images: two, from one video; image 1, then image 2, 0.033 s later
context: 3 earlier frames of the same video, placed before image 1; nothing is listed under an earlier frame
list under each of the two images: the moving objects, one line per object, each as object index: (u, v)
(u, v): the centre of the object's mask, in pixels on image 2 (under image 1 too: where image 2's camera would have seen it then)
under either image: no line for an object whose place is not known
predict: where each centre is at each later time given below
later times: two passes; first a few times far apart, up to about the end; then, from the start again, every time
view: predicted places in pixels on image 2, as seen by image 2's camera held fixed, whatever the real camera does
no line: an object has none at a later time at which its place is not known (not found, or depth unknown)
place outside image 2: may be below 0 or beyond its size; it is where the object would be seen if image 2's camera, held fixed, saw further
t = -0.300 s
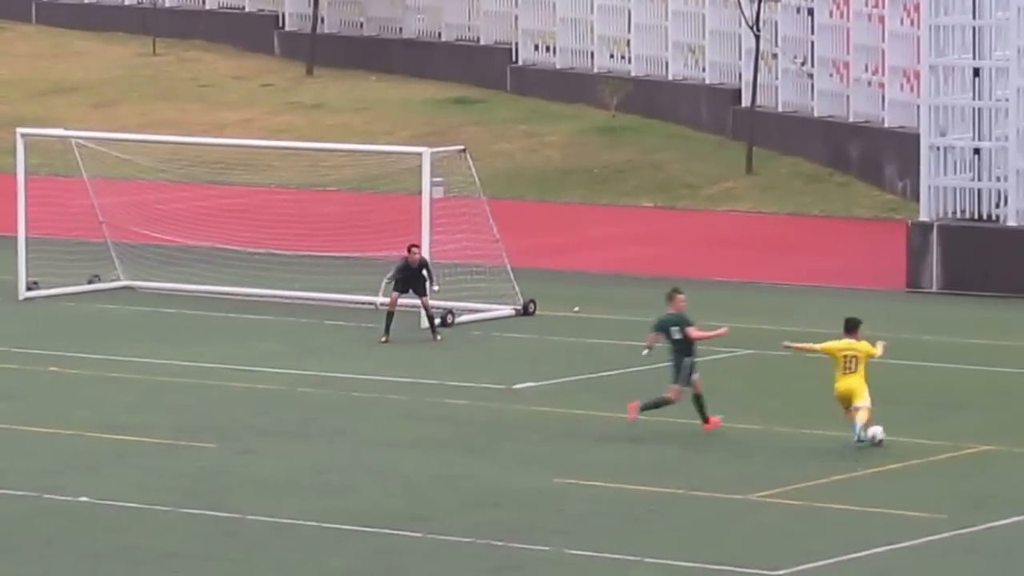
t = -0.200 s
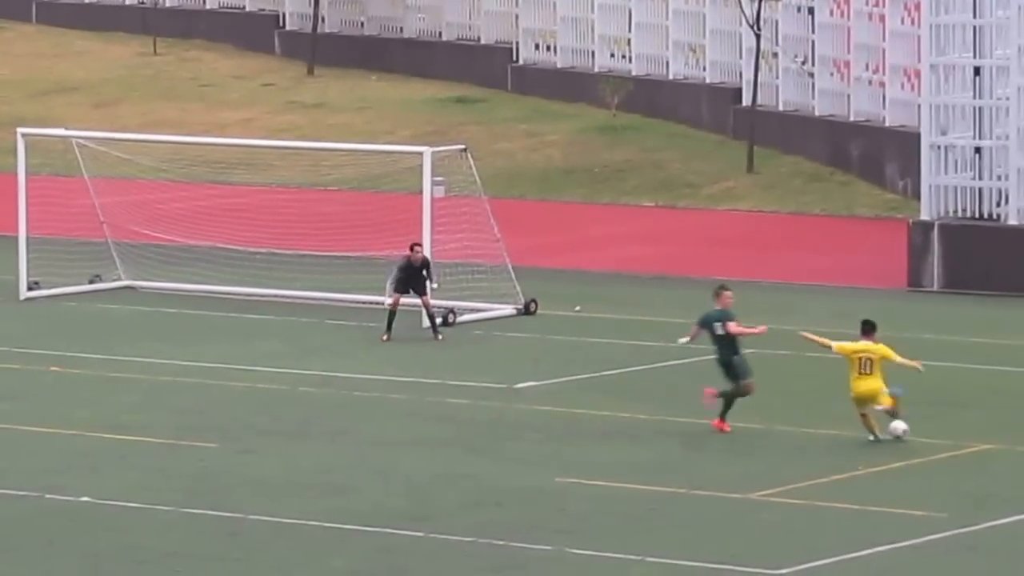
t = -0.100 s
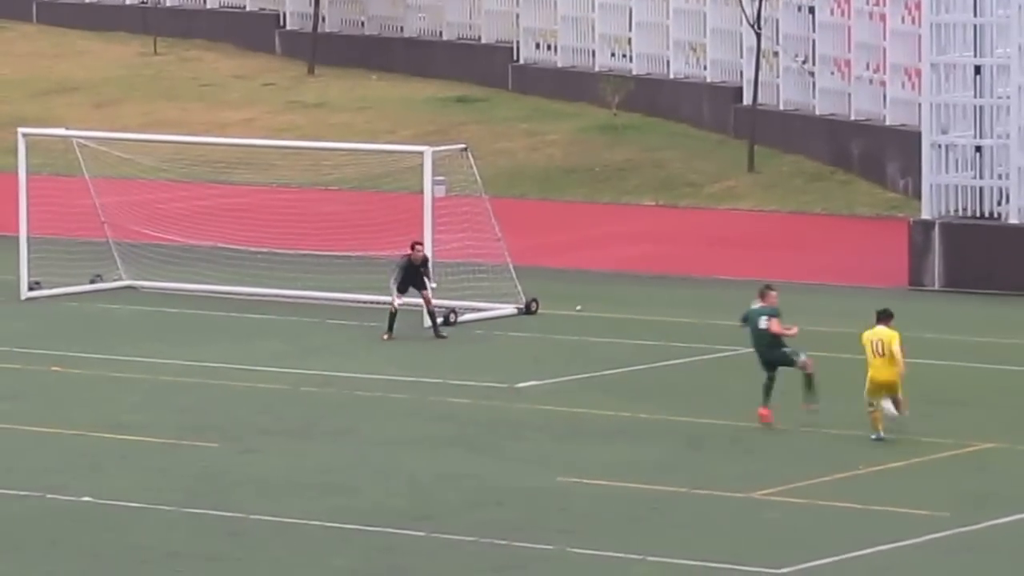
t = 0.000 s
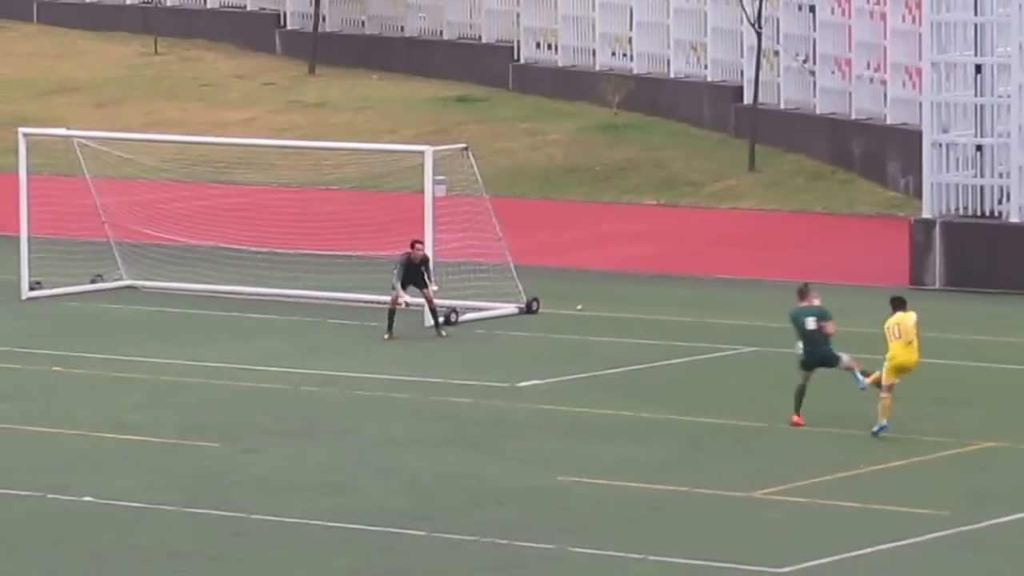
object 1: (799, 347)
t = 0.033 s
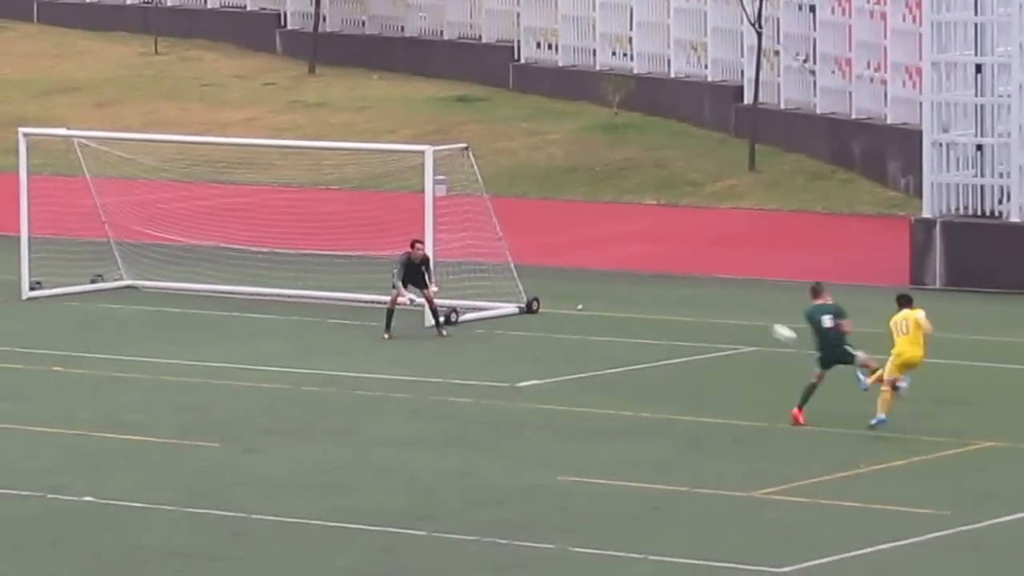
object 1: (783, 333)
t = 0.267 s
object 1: (652, 252)
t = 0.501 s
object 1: (573, 219)
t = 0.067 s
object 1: (761, 316)
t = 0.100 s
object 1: (739, 303)
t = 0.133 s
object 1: (719, 291)
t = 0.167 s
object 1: (699, 279)
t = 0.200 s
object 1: (682, 269)
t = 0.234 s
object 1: (667, 259)
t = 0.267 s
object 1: (652, 252)
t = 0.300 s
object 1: (638, 245)
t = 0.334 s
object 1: (625, 238)
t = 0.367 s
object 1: (613, 232)
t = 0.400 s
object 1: (602, 227)
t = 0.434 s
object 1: (592, 224)
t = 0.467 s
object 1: (582, 221)
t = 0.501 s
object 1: (573, 219)
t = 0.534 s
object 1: (565, 218)
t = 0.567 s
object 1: (558, 217)
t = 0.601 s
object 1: (551, 218)
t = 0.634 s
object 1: (546, 219)
